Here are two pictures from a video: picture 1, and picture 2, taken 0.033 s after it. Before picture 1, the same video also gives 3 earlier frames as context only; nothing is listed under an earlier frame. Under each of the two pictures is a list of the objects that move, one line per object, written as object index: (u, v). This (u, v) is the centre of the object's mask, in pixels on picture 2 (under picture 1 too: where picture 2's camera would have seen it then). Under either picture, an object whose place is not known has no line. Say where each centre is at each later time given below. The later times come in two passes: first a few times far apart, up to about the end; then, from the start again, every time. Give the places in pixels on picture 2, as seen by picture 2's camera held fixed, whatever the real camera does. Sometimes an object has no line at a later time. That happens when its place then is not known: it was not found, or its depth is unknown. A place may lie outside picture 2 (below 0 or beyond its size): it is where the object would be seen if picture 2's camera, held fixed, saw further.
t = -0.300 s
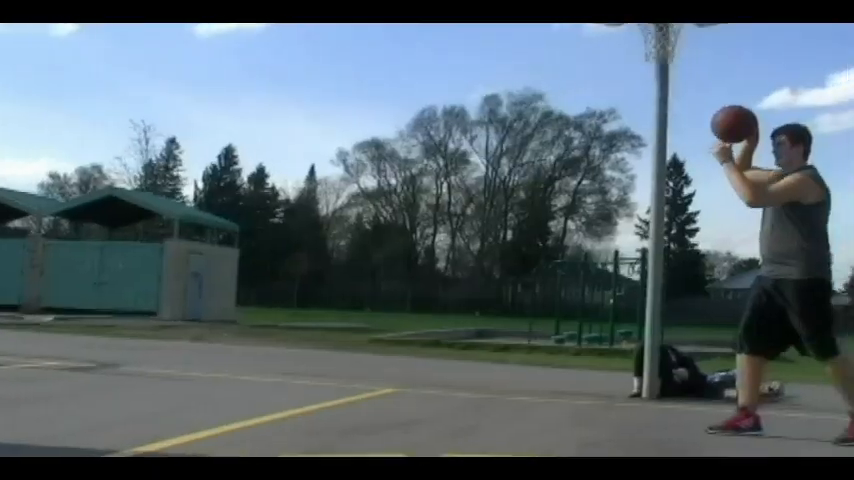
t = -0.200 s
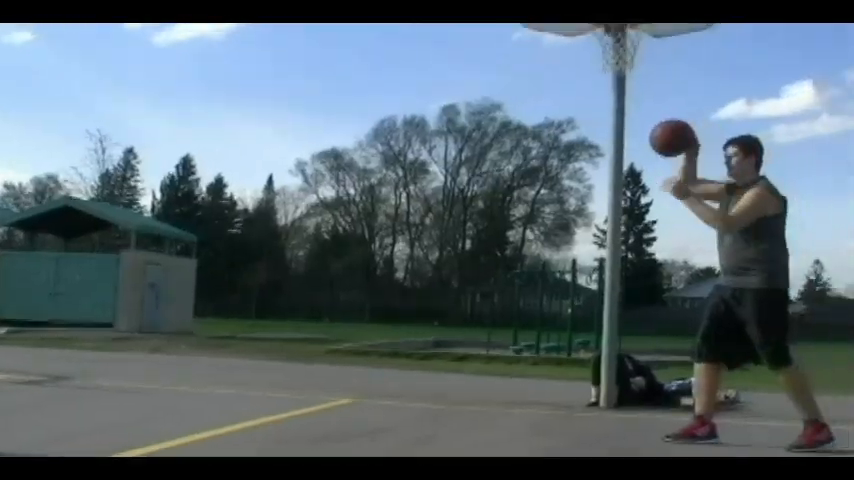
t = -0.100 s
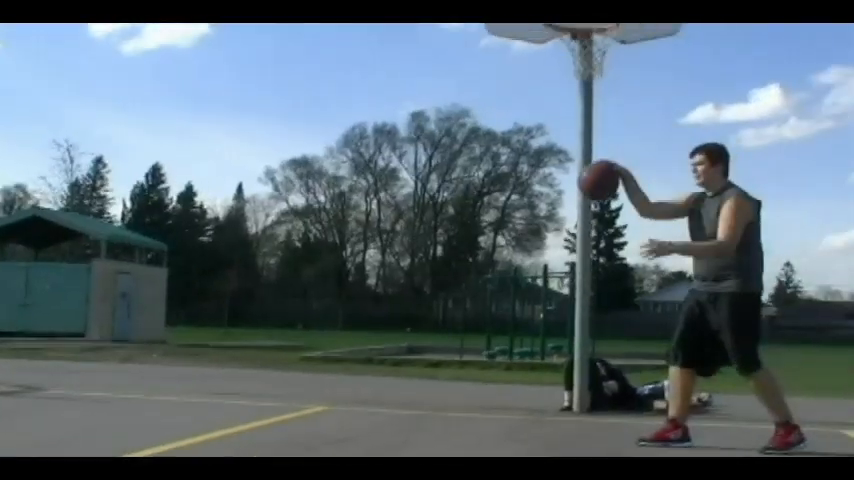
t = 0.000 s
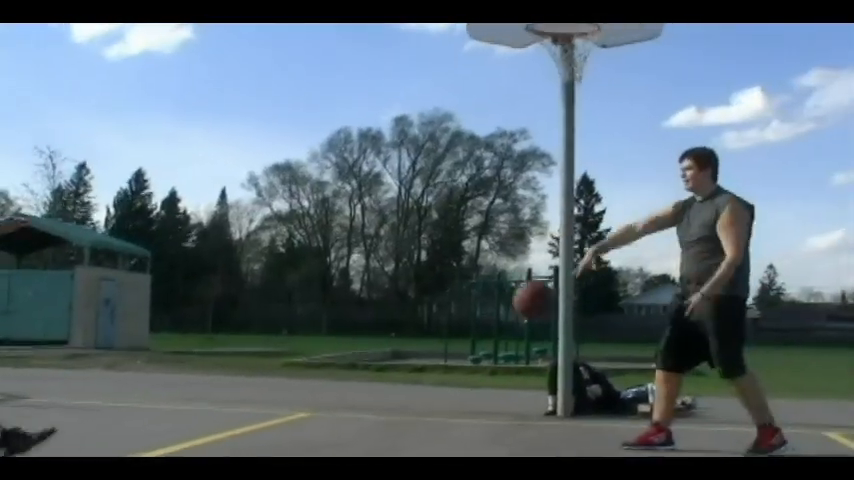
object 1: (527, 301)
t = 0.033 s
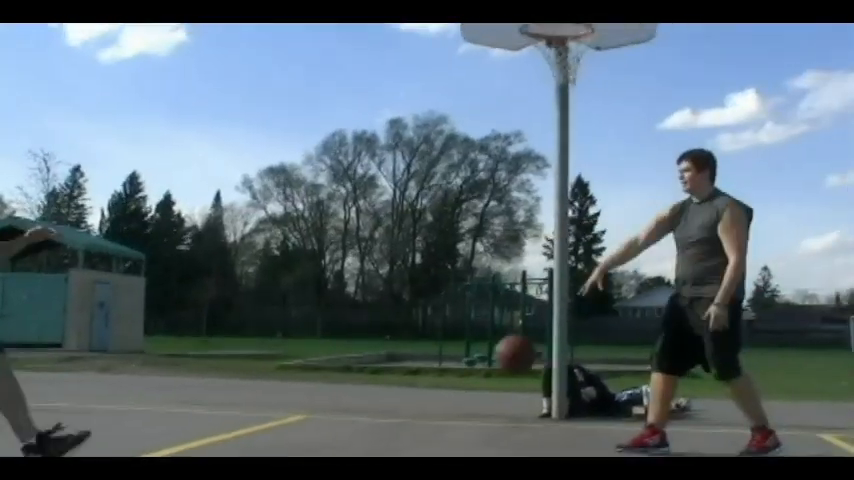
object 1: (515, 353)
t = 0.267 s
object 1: (507, 232)
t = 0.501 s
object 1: (523, 53)
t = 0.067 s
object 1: (503, 408)
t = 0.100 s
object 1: (496, 419)
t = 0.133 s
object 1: (499, 378)
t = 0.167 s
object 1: (500, 338)
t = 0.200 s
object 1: (502, 301)
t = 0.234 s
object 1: (506, 266)
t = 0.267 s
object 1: (507, 232)
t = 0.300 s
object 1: (511, 201)
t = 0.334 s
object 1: (513, 172)
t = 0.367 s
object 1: (515, 145)
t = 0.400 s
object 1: (517, 119)
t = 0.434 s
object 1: (519, 95)
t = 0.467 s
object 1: (521, 72)
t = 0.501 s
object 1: (523, 53)
